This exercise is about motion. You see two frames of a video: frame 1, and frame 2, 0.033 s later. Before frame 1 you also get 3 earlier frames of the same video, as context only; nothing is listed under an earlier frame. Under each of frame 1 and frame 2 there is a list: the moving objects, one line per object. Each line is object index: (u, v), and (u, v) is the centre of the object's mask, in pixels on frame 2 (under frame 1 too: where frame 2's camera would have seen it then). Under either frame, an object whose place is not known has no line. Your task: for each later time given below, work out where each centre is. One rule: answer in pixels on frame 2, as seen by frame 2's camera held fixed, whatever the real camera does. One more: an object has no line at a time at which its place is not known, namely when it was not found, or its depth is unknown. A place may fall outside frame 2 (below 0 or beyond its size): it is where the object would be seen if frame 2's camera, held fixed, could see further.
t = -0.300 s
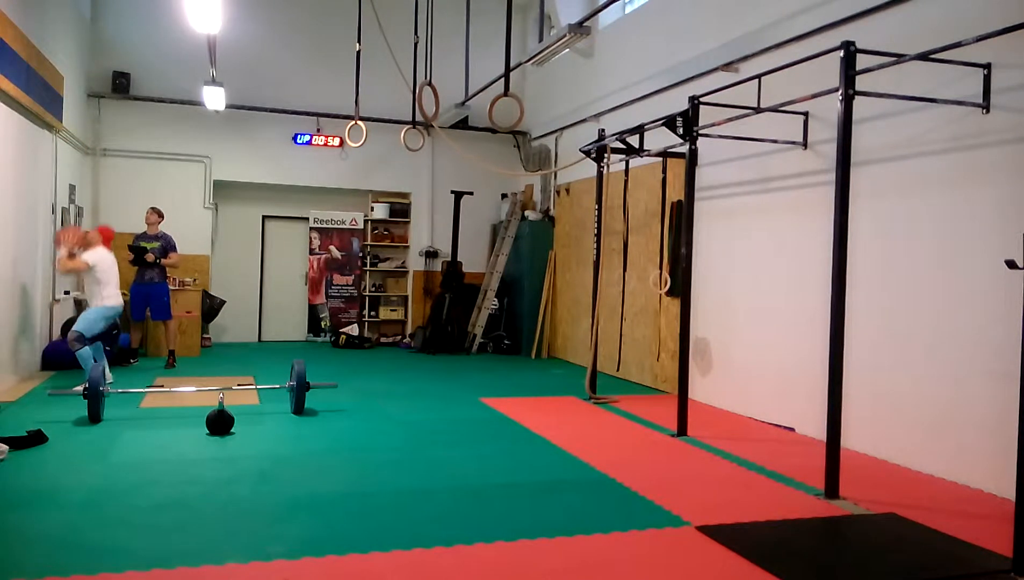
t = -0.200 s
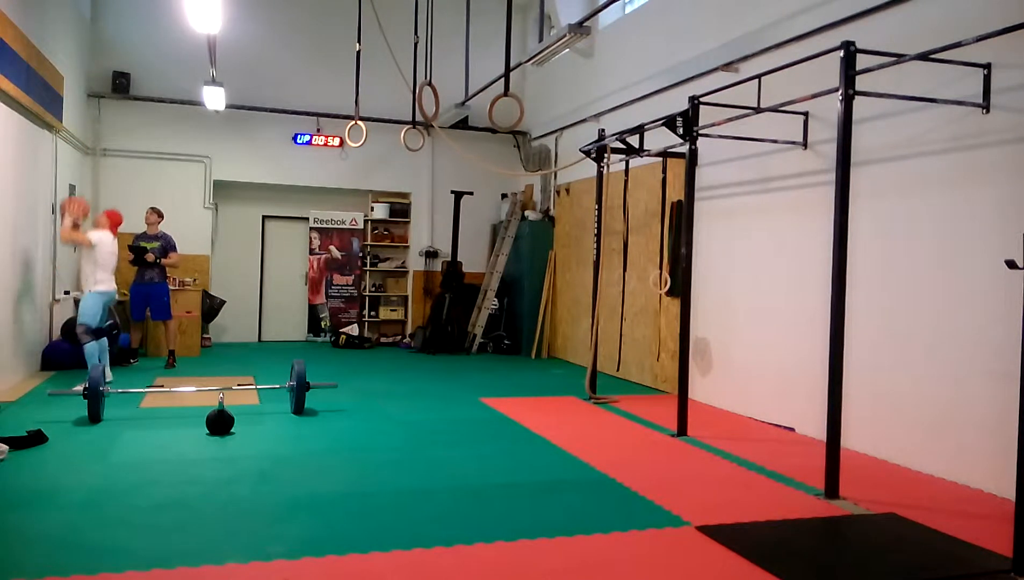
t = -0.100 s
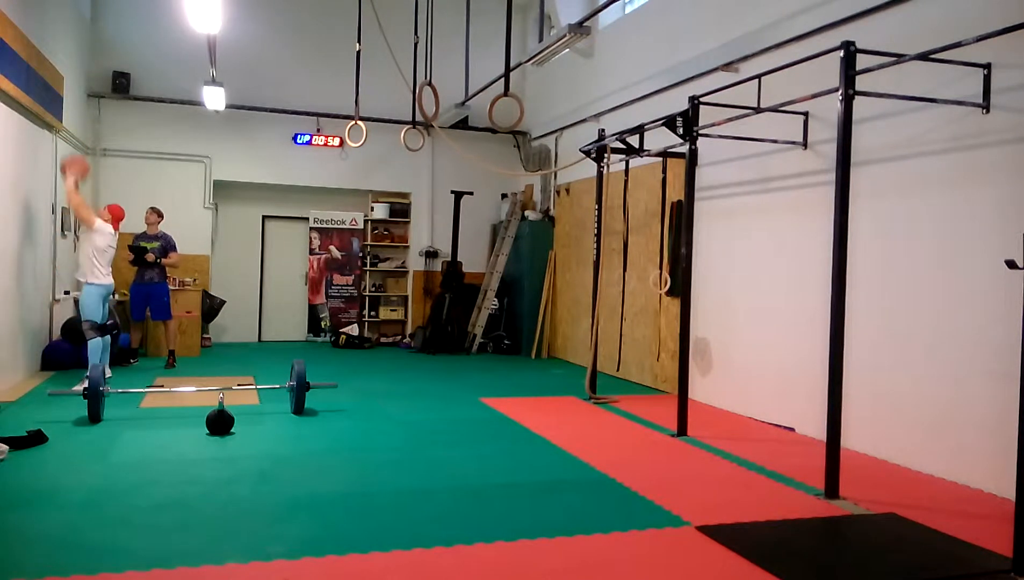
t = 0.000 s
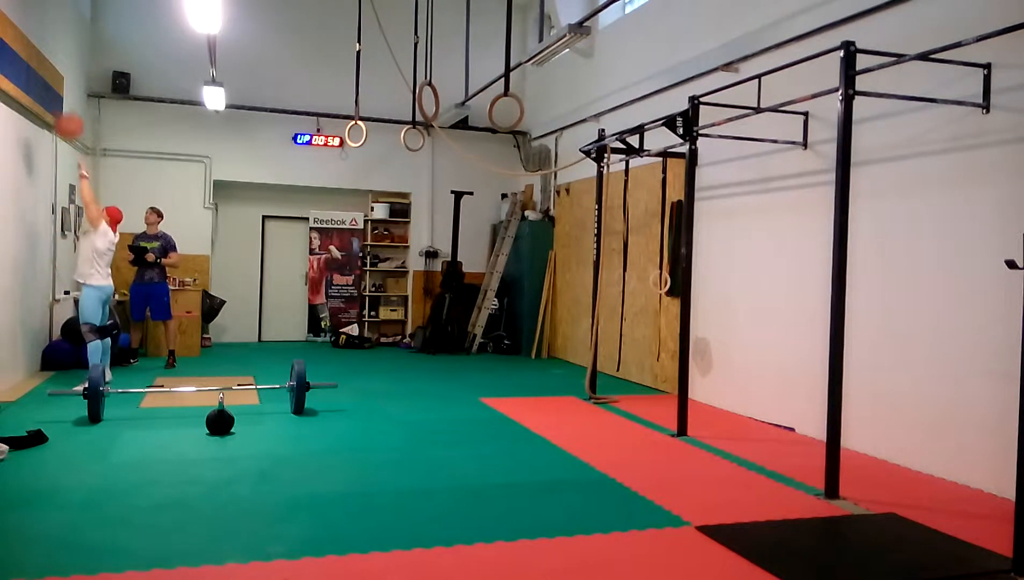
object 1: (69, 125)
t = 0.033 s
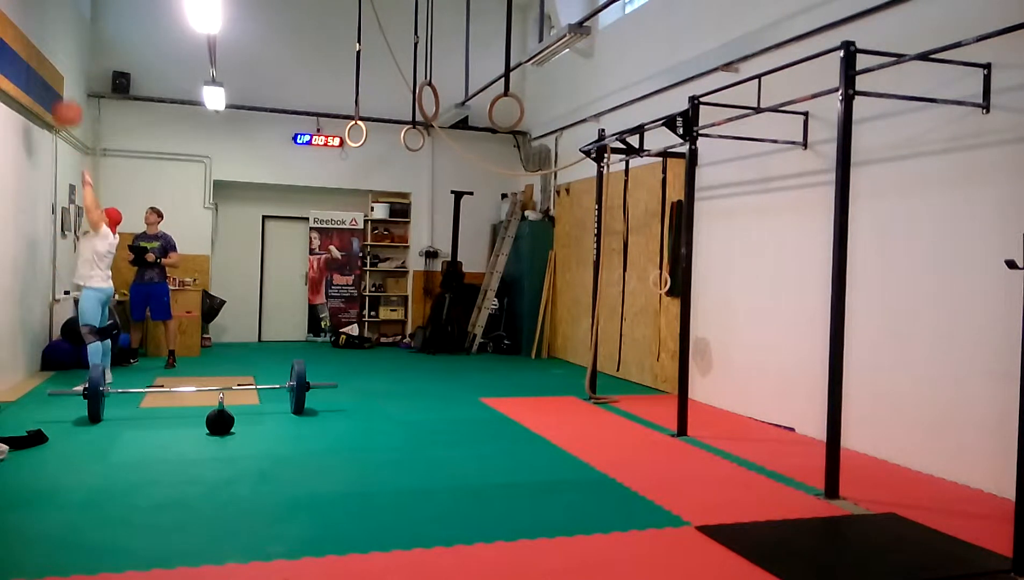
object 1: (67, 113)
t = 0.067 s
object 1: (66, 103)
